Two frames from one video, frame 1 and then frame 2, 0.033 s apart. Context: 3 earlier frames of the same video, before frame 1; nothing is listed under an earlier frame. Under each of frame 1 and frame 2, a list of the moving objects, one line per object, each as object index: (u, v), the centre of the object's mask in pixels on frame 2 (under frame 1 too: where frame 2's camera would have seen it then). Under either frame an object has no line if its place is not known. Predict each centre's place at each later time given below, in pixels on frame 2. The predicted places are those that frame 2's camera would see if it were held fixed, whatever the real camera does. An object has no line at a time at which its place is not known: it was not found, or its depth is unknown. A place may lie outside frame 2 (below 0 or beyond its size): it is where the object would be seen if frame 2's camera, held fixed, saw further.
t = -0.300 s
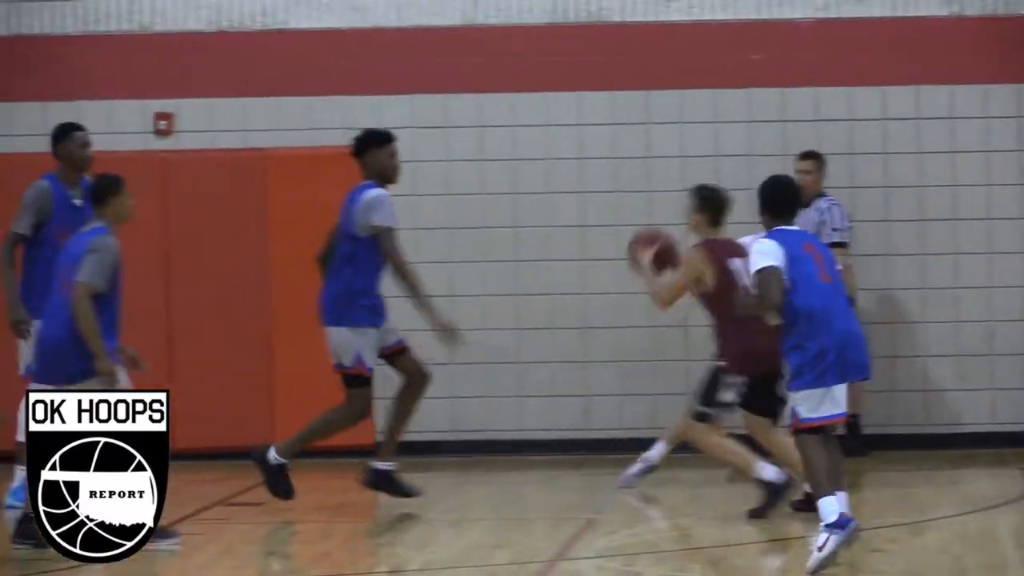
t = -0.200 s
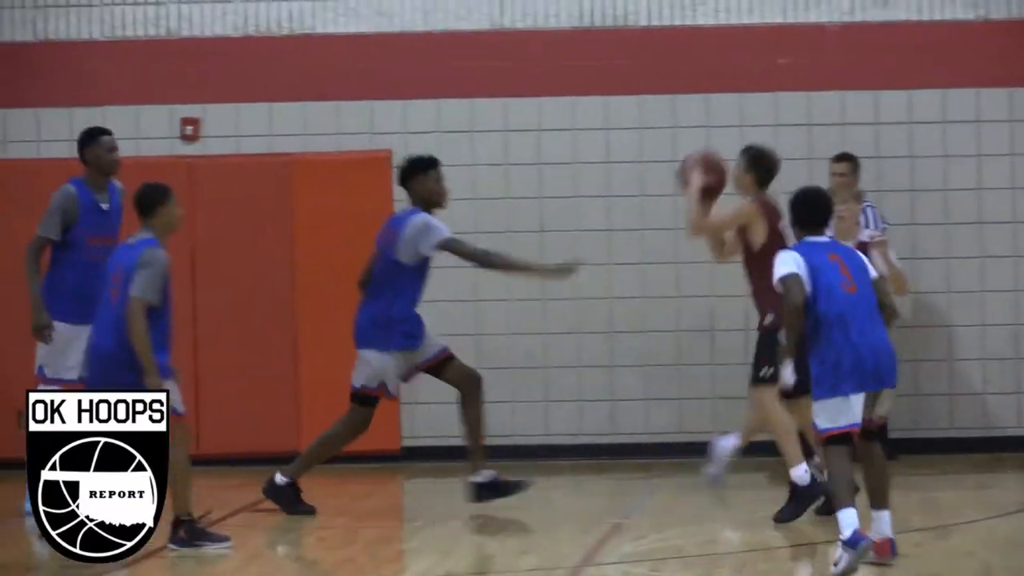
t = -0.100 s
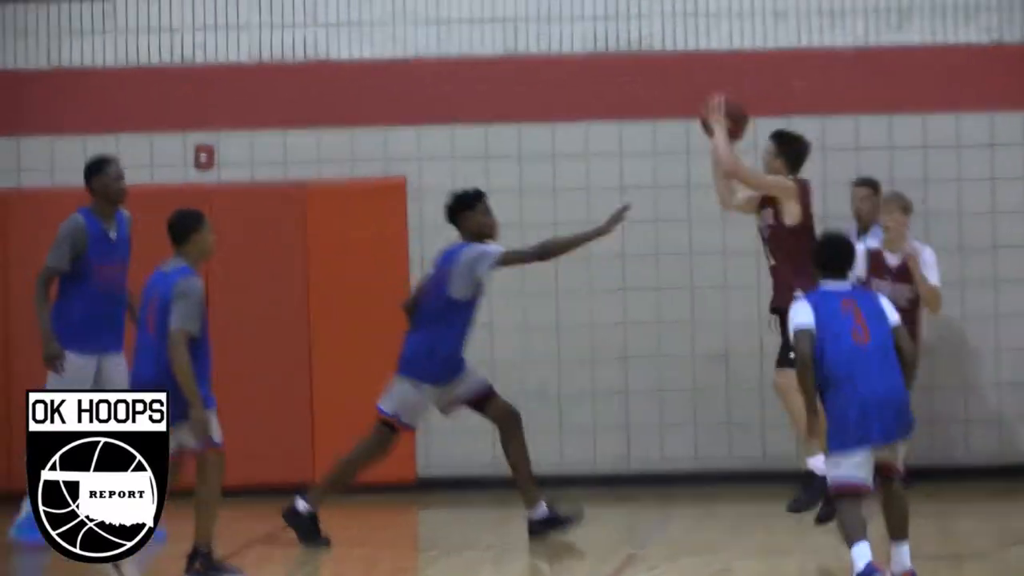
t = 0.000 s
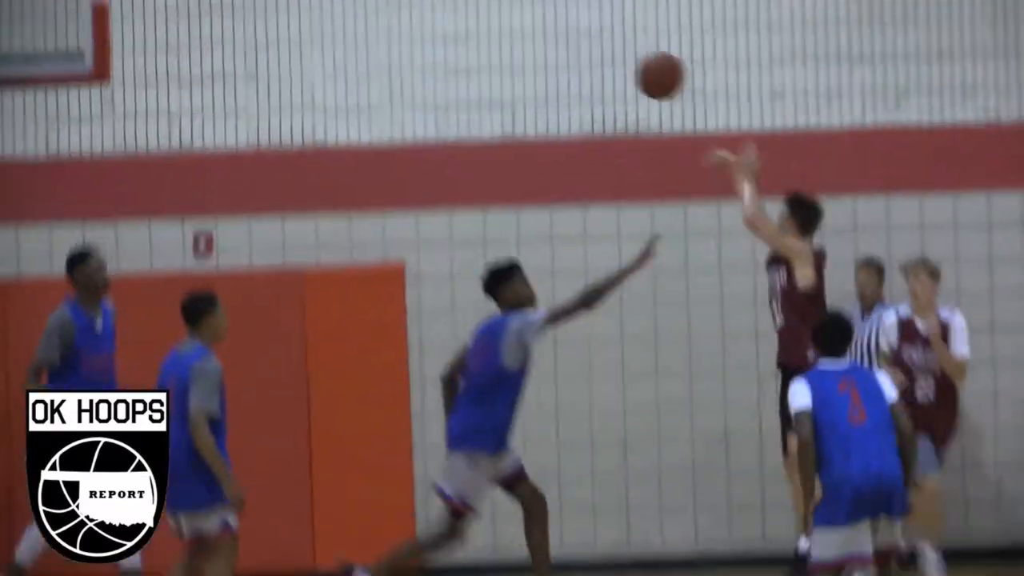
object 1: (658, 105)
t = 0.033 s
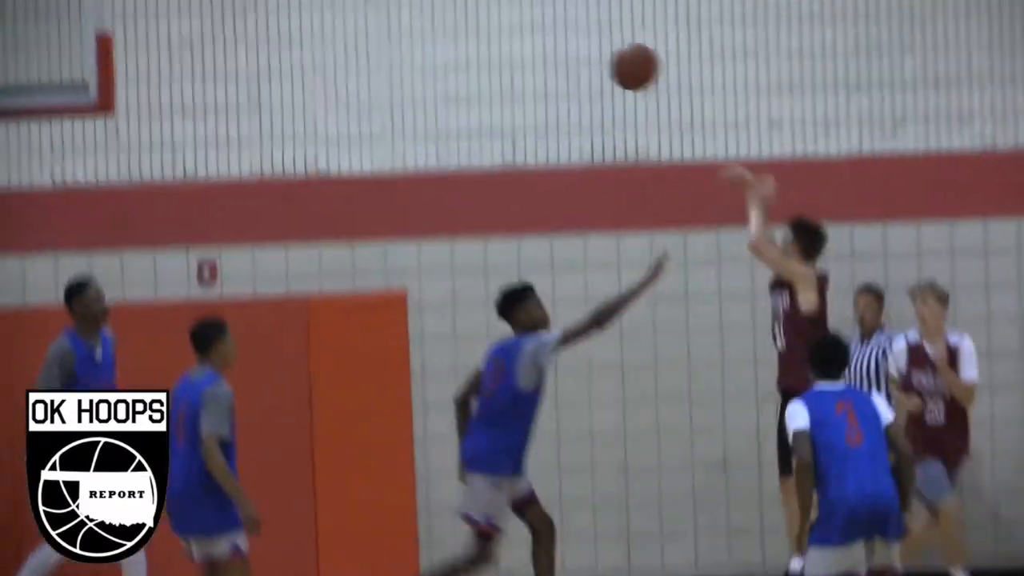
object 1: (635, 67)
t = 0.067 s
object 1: (610, 30)
